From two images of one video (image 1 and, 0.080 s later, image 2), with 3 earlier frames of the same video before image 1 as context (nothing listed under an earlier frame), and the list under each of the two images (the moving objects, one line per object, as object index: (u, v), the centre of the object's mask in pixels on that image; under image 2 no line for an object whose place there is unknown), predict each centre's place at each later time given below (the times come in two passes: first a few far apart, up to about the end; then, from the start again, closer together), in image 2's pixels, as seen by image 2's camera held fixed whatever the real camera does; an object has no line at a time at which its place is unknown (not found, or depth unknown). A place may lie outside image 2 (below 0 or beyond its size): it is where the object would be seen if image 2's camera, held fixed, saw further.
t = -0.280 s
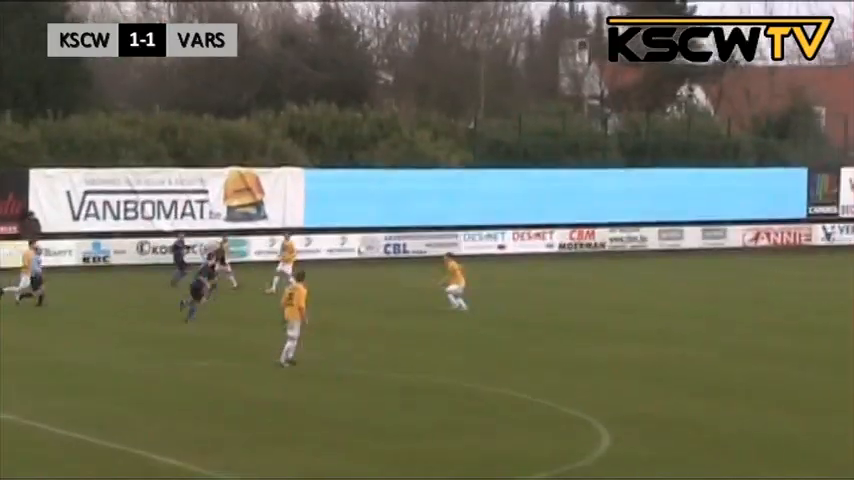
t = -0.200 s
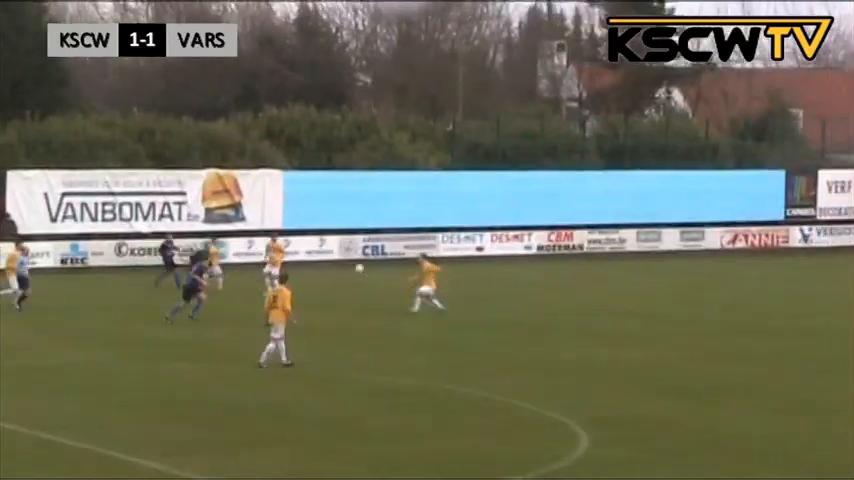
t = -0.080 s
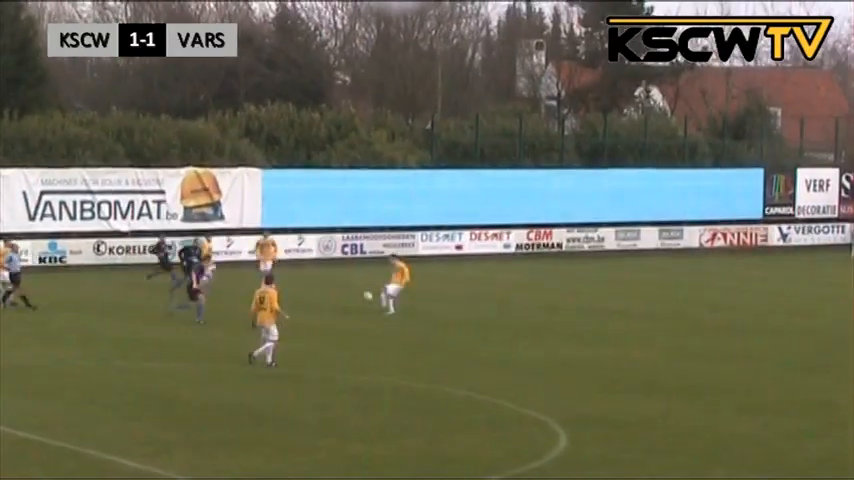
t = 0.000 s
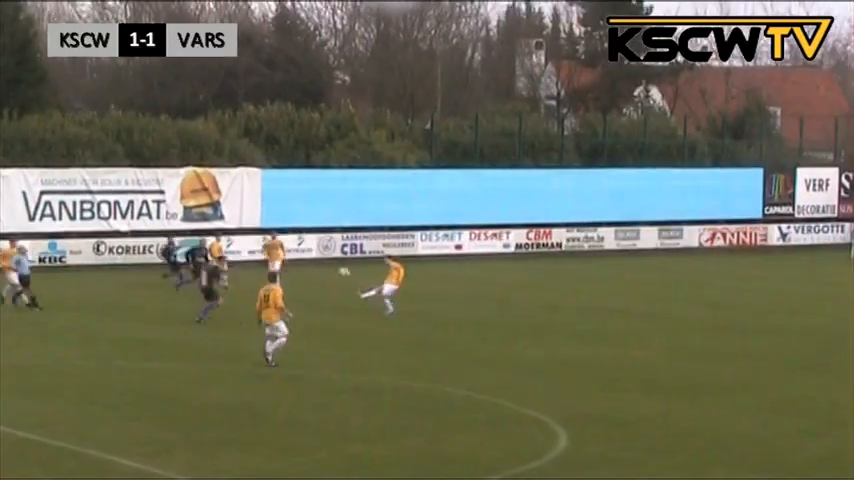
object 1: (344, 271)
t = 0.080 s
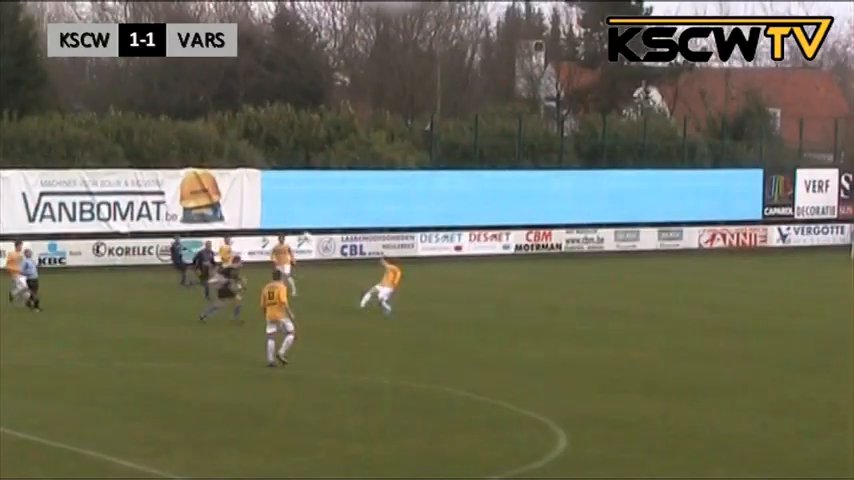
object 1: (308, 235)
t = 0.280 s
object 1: (215, 157)
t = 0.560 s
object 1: (82, 74)
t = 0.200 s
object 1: (251, 188)
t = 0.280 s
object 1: (215, 157)
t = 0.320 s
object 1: (196, 144)
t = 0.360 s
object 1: (178, 131)
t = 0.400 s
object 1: (158, 118)
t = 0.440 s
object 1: (140, 107)
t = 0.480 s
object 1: (121, 95)
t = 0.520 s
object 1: (103, 85)
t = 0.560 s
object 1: (82, 74)
